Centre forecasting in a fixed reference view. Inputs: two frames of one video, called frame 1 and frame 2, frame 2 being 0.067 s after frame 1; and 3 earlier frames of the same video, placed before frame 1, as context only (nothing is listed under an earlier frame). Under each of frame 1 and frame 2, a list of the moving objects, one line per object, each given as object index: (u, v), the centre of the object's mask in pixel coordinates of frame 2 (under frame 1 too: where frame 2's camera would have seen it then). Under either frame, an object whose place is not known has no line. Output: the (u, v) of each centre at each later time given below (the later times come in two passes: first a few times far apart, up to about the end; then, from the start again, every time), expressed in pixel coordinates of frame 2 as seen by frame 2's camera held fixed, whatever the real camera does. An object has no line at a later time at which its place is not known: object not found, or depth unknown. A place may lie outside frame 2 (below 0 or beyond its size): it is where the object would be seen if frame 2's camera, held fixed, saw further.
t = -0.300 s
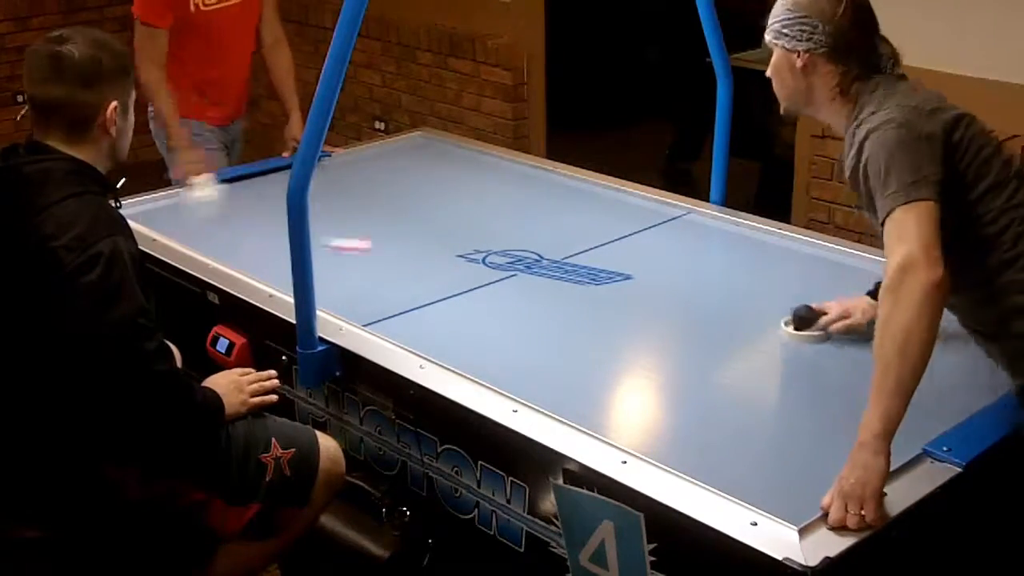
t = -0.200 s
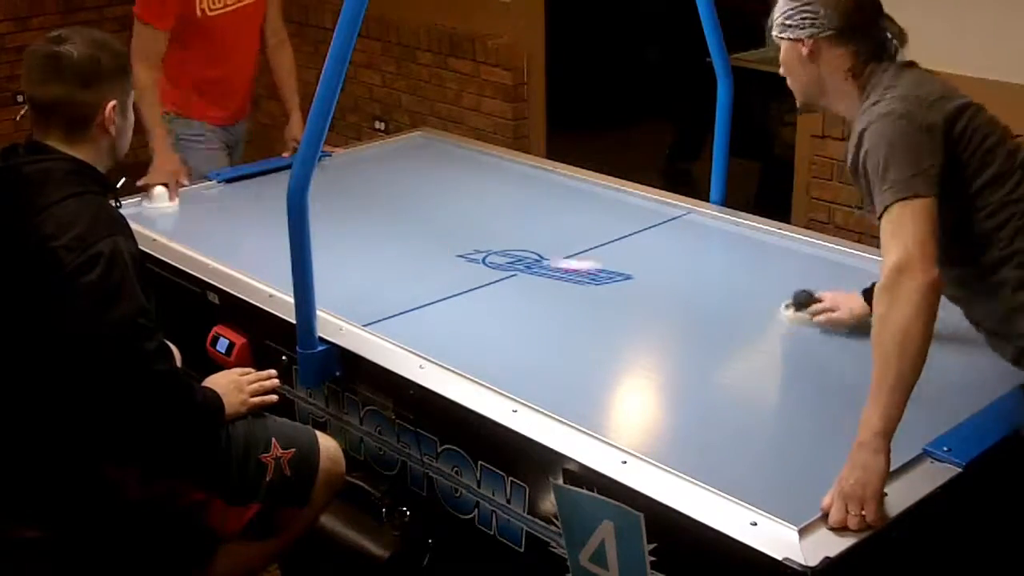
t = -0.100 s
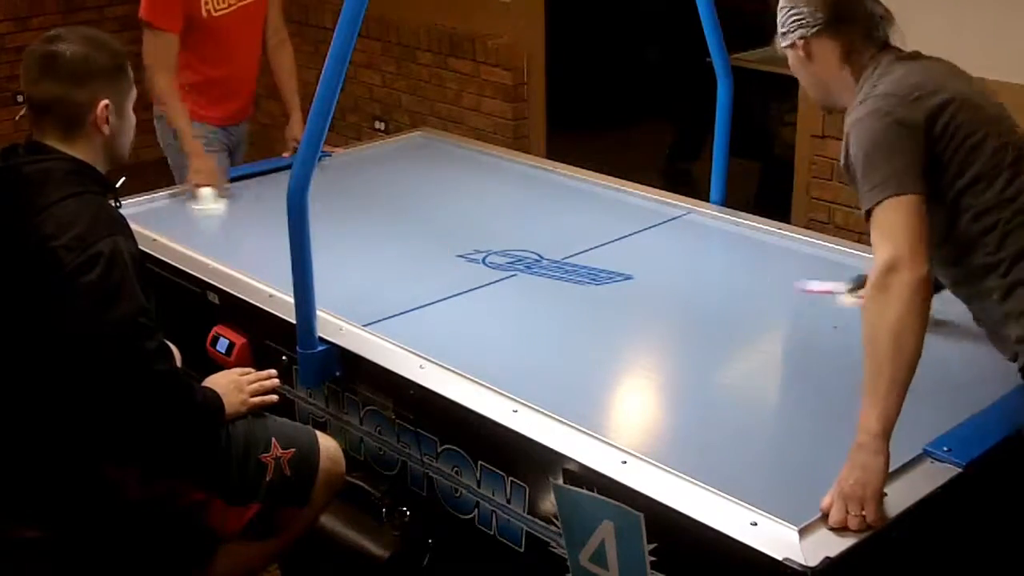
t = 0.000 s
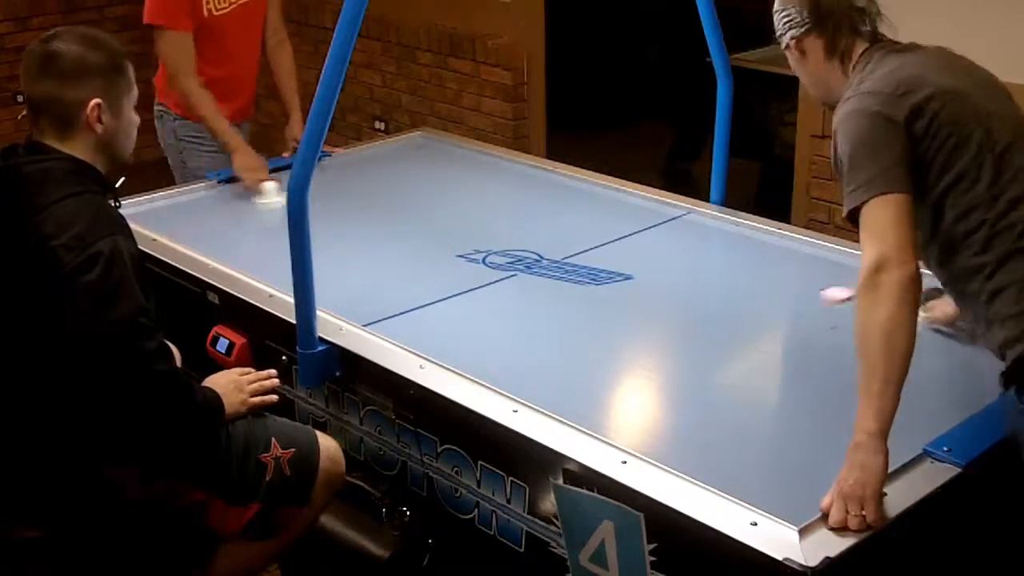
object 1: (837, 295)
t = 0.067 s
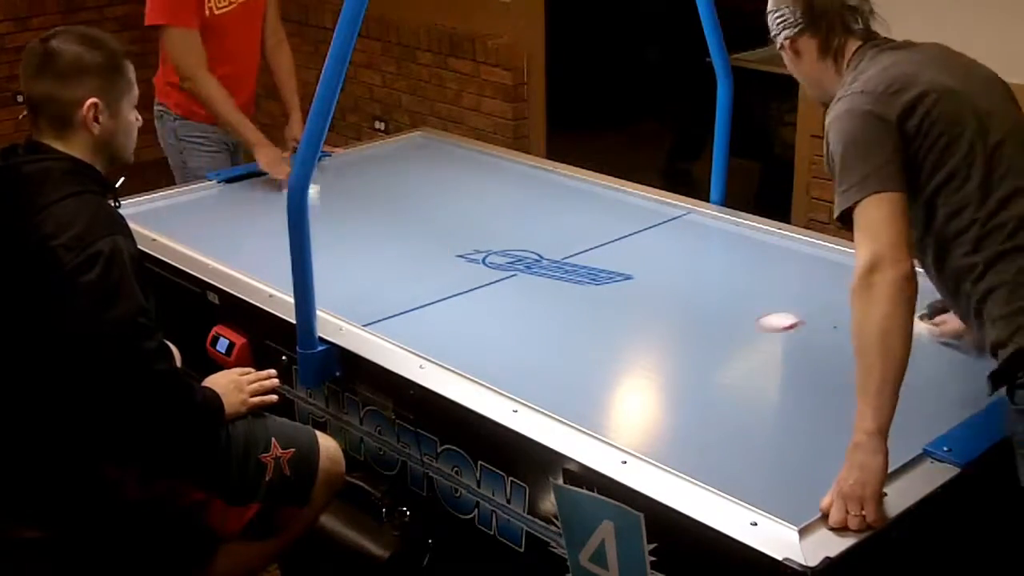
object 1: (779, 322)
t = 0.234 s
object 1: (608, 398)
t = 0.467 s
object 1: (790, 356)
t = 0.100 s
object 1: (748, 335)
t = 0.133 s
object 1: (716, 350)
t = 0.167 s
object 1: (683, 366)
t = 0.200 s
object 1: (652, 381)
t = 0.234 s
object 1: (608, 398)
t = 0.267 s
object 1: (576, 413)
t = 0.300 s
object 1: (604, 406)
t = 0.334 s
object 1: (649, 394)
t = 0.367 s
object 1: (685, 385)
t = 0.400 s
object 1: (719, 375)
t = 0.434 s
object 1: (757, 366)
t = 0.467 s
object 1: (790, 356)
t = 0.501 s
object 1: (824, 346)
